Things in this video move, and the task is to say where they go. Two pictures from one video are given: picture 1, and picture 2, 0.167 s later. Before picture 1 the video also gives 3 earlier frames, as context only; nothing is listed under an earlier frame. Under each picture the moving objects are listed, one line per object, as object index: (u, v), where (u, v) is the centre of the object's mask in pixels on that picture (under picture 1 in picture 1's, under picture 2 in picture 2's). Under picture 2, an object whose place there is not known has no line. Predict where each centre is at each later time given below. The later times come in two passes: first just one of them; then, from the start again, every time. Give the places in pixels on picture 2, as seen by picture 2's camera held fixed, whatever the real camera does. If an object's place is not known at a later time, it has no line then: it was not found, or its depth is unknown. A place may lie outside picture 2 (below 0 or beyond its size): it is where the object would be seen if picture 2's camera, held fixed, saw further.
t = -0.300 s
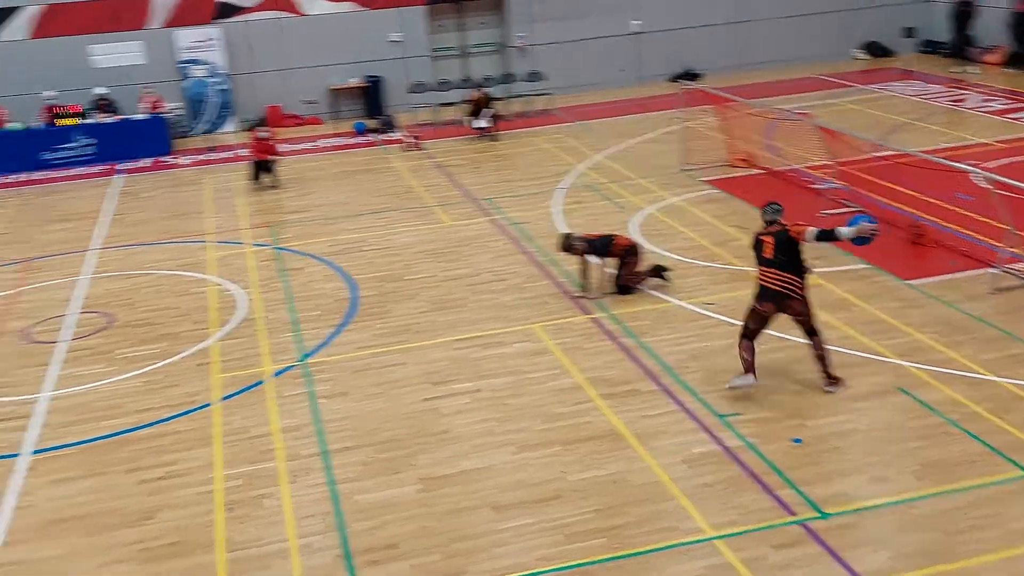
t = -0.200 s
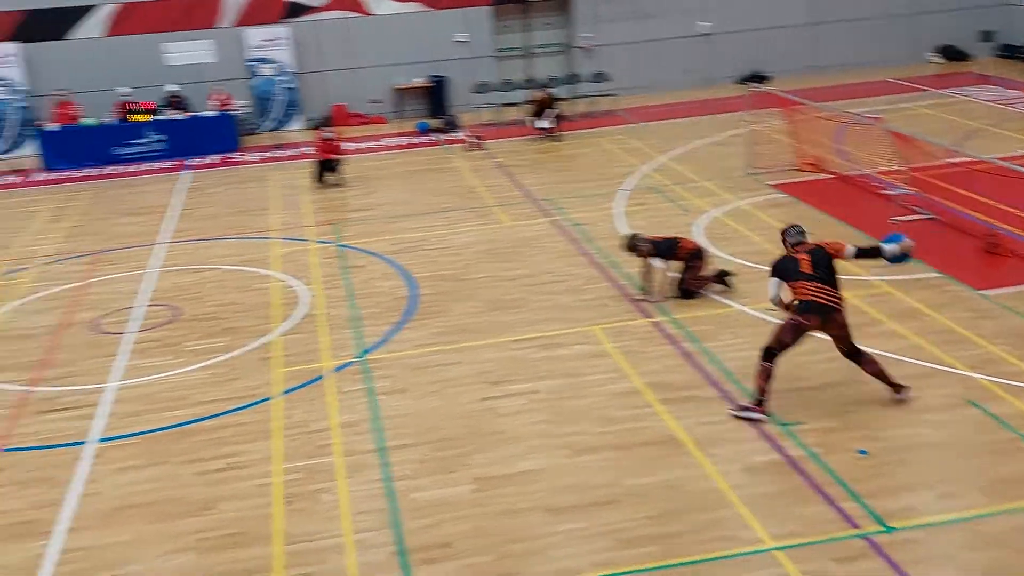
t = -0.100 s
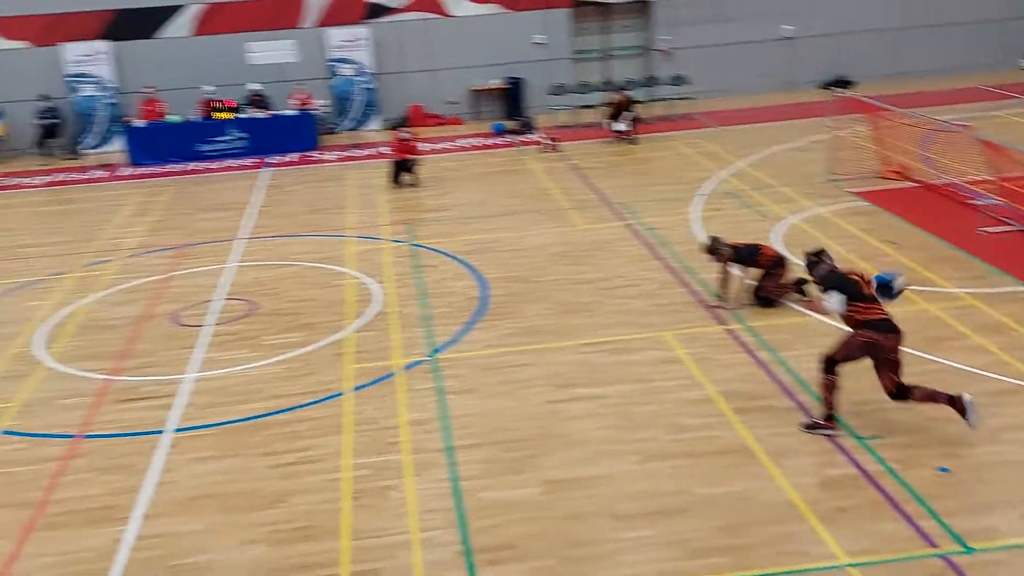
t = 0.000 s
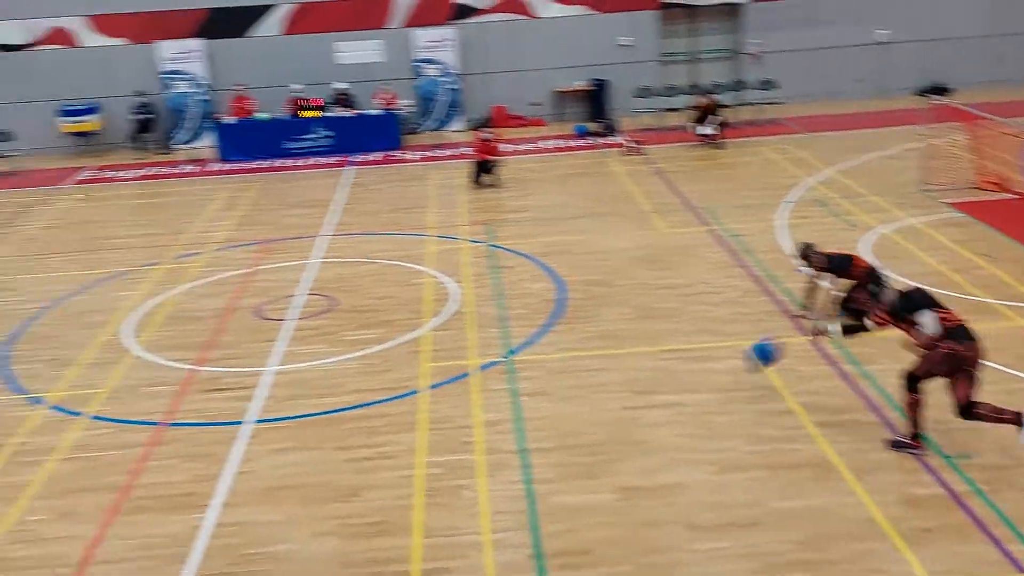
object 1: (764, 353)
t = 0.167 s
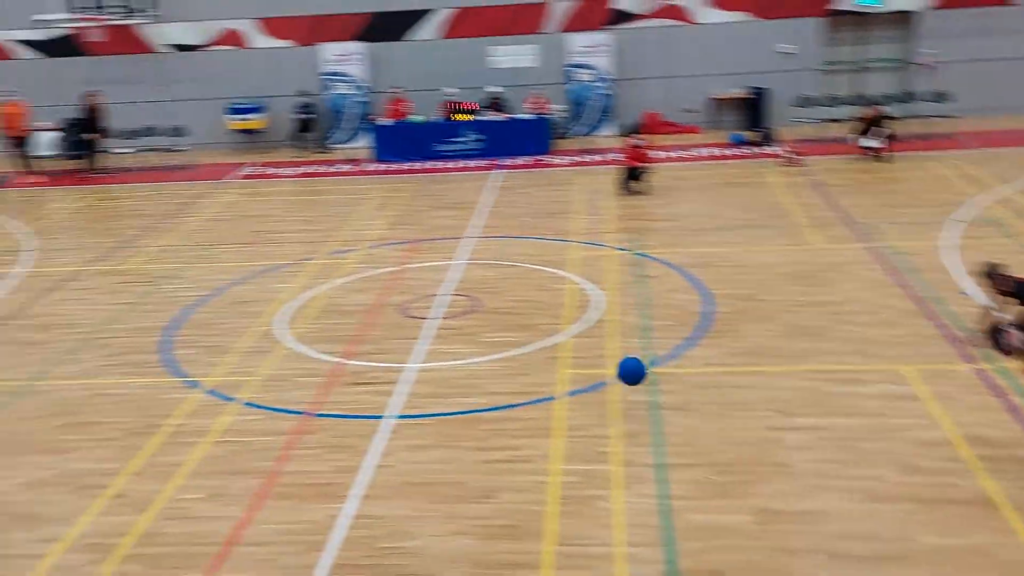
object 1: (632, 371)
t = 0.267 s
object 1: (493, 357)
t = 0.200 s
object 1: (585, 365)
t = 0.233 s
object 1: (538, 360)
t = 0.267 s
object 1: (493, 357)
